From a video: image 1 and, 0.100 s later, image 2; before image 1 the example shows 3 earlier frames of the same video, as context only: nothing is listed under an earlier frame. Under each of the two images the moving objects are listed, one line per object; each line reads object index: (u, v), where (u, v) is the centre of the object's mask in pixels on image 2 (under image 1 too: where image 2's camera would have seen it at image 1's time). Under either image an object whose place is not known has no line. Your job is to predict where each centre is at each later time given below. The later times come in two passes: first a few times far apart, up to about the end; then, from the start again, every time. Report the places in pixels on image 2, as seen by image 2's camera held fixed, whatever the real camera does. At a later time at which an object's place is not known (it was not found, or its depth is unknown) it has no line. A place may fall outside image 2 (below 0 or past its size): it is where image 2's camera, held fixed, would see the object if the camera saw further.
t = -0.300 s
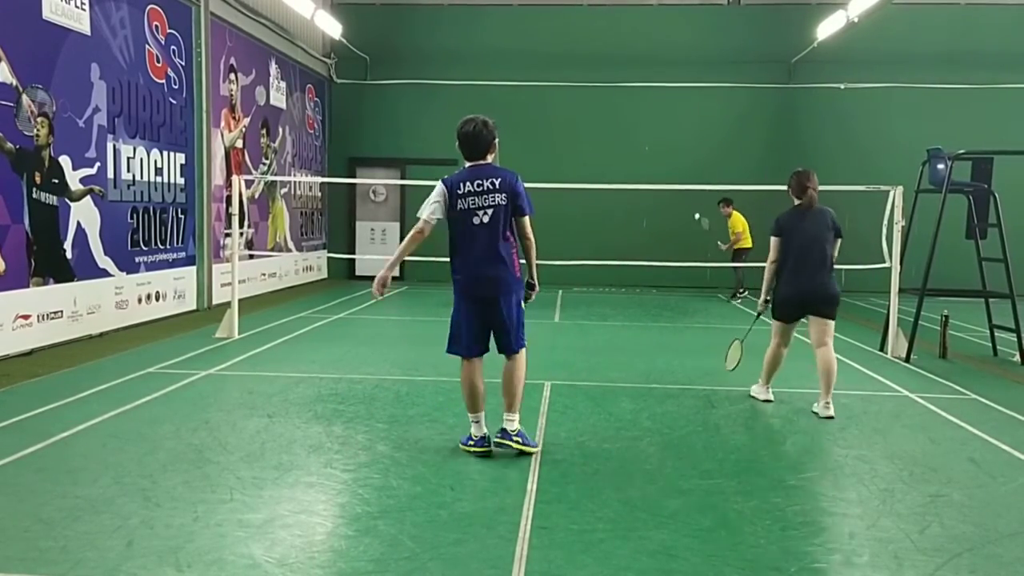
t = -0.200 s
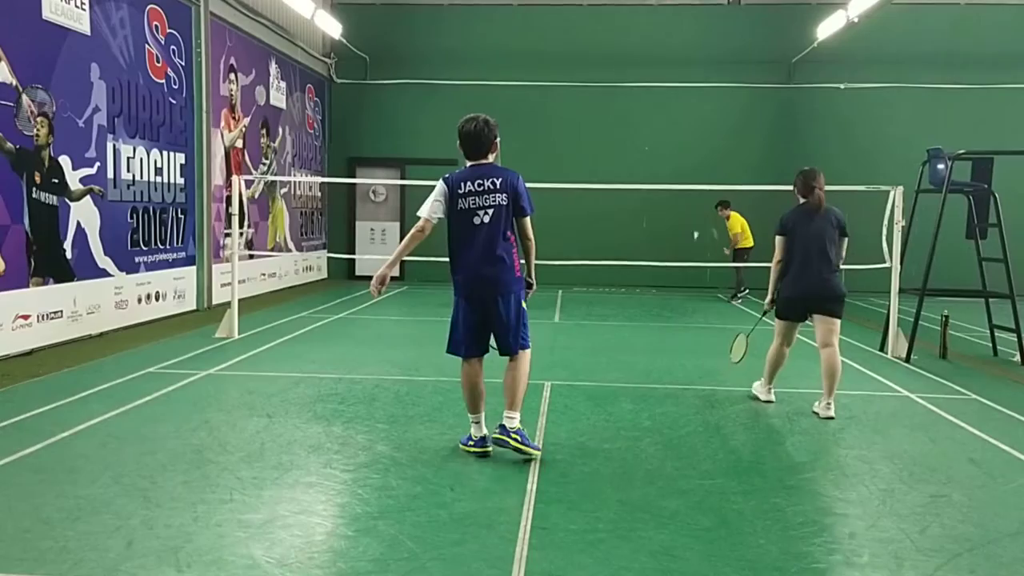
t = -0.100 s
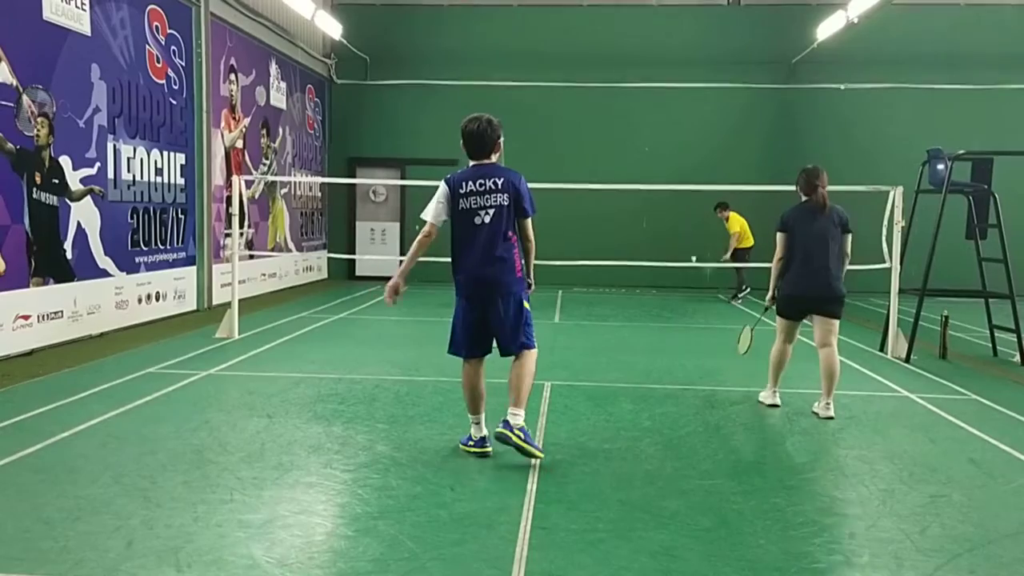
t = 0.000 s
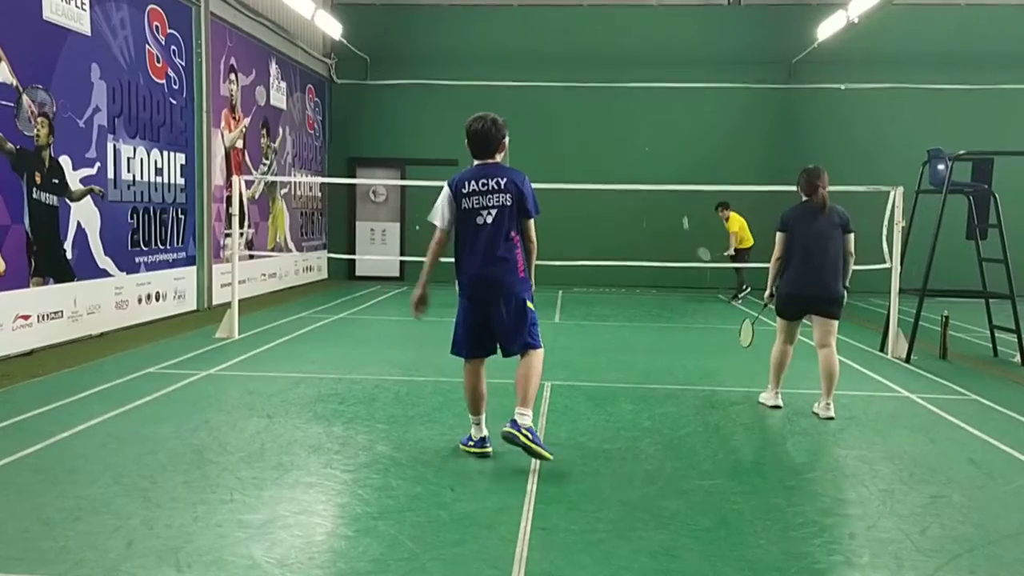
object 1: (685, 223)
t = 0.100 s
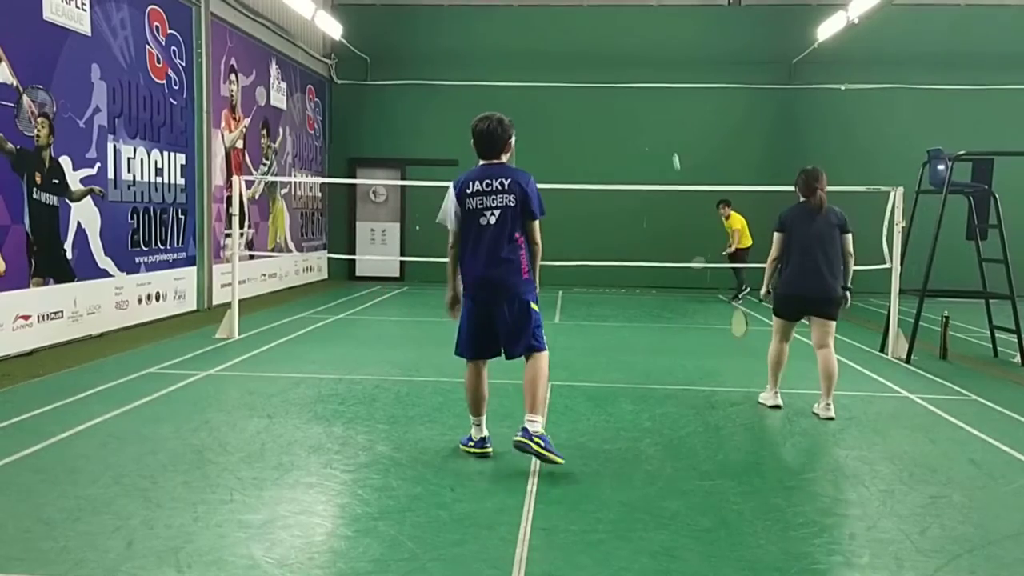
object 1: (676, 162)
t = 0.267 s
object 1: (660, 84)
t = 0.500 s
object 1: (635, 24)
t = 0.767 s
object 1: (597, 31)
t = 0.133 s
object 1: (673, 144)
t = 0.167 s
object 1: (669, 127)
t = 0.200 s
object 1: (666, 111)
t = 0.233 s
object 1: (663, 97)
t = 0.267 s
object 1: (660, 84)
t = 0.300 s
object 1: (656, 72)
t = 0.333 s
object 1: (653, 61)
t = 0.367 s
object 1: (650, 51)
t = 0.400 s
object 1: (646, 43)
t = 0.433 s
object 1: (642, 35)
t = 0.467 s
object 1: (638, 29)
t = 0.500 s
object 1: (635, 24)
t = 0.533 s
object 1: (631, 20)
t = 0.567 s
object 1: (627, 17)
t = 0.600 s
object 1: (622, 16)
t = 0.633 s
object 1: (617, 16)
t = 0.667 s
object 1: (612, 17)
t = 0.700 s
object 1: (608, 20)
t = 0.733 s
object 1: (603, 25)
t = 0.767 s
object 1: (597, 31)
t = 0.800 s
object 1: (592, 39)
